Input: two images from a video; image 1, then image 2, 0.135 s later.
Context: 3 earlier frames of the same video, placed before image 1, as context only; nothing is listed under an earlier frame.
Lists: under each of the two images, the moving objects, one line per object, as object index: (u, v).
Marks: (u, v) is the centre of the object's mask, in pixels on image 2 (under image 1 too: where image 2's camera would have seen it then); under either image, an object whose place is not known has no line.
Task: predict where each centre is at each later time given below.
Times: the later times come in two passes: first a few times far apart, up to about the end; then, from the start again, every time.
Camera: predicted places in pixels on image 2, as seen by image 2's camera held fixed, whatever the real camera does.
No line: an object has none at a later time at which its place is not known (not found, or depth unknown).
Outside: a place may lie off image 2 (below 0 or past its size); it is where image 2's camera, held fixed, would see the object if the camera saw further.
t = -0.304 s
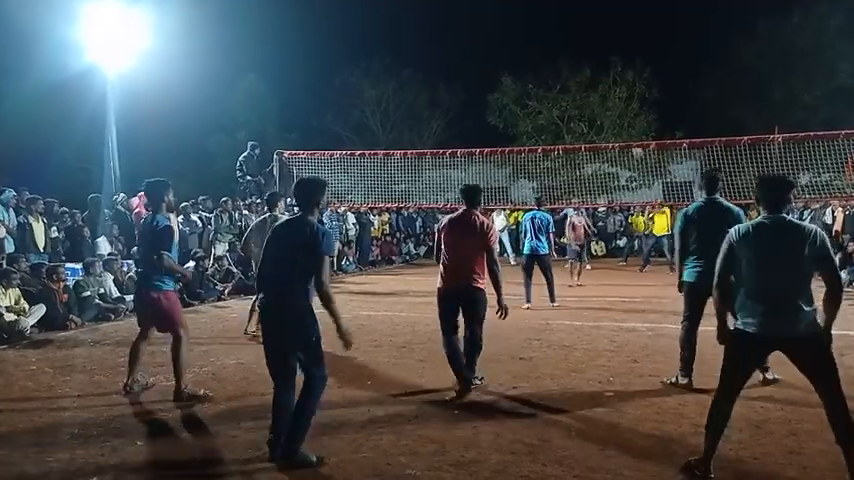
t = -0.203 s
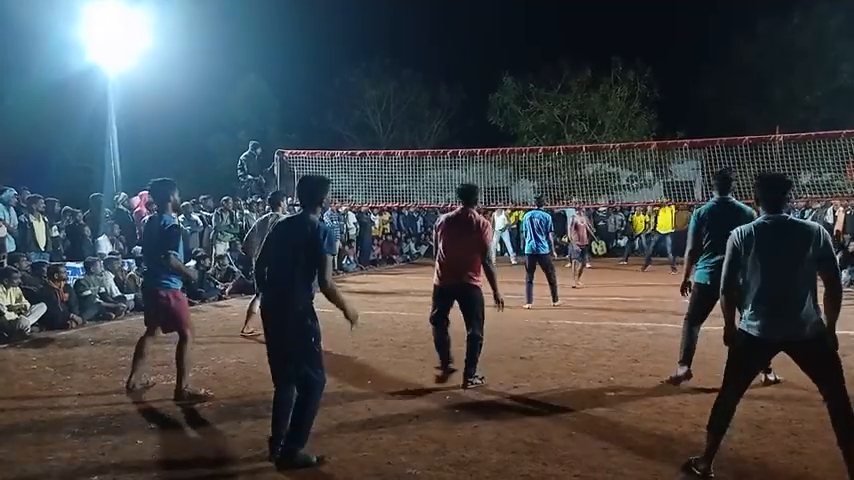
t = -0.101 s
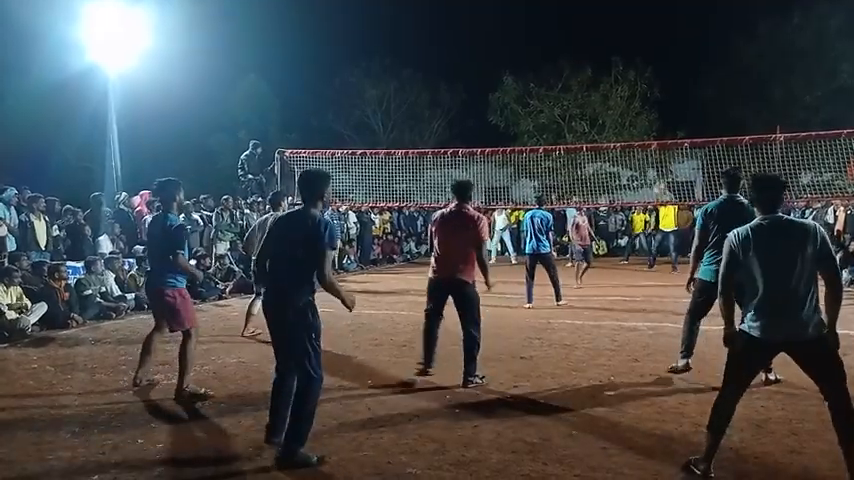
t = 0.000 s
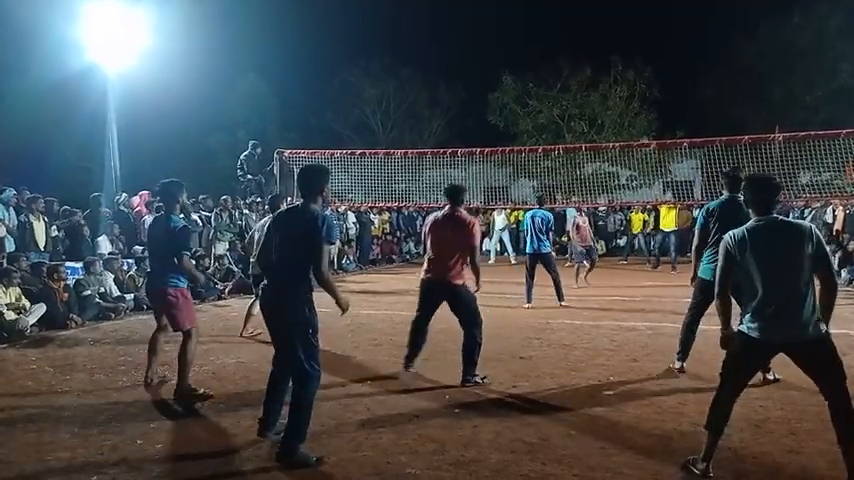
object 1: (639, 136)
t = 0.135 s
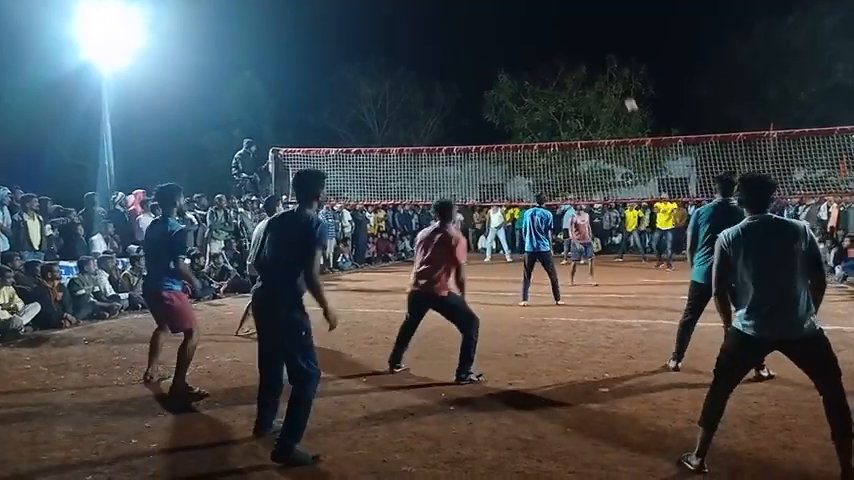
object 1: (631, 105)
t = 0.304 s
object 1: (617, 67)
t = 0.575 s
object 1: (589, 29)
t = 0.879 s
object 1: (542, 45)
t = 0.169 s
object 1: (628, 97)
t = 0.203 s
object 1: (625, 88)
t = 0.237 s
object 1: (623, 80)
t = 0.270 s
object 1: (620, 73)
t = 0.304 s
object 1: (617, 67)
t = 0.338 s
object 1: (614, 60)
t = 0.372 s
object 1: (611, 54)
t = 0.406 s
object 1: (608, 48)
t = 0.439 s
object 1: (604, 43)
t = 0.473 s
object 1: (600, 39)
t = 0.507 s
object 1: (597, 35)
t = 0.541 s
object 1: (593, 32)
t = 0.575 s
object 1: (589, 29)
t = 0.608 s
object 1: (584, 27)
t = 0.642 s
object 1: (580, 26)
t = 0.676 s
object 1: (575, 26)
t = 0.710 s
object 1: (570, 27)
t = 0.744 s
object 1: (565, 28)
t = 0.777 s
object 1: (560, 31)
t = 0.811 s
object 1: (554, 34)
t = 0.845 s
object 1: (549, 39)
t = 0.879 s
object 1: (542, 45)
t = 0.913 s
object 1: (535, 54)
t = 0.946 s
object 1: (529, 63)
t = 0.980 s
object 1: (521, 75)
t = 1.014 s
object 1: (514, 88)
